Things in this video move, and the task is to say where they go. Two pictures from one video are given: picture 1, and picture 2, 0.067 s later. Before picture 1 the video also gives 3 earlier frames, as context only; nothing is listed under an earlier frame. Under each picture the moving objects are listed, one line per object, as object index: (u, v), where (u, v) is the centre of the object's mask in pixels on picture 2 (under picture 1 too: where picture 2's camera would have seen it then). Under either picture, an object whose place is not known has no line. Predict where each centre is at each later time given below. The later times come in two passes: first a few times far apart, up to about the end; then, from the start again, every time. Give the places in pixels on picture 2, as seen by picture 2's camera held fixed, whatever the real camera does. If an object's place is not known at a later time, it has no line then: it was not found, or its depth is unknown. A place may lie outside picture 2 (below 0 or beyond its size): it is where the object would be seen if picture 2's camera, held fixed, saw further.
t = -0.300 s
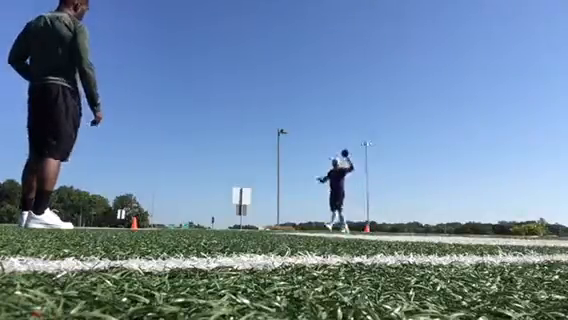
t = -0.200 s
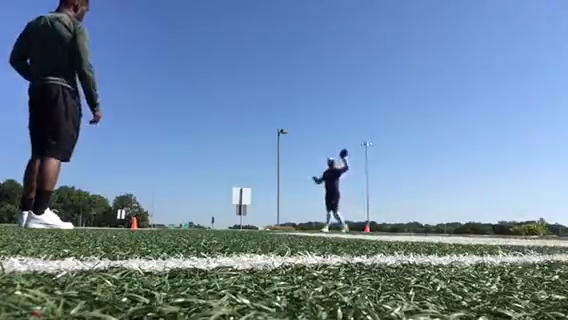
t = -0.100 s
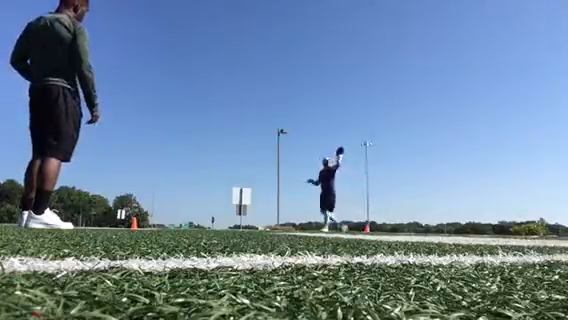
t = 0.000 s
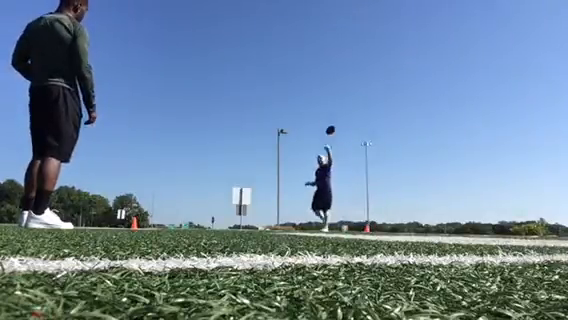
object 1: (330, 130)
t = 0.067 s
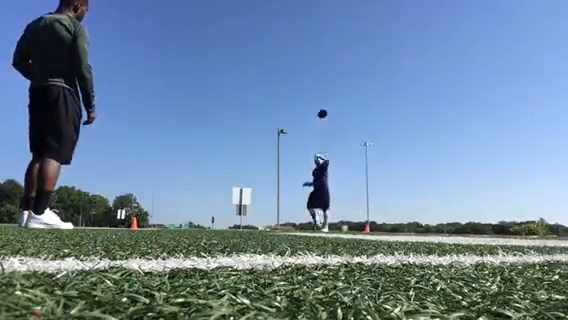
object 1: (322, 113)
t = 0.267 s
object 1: (297, 70)
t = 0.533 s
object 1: (254, 27)
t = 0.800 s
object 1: (189, 11)
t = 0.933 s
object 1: (139, 24)
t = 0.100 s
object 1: (318, 106)
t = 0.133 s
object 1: (314, 98)
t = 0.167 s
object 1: (310, 90)
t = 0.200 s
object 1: (306, 83)
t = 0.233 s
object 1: (301, 77)
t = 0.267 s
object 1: (297, 70)
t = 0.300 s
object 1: (292, 64)
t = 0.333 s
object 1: (288, 57)
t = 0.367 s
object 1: (283, 52)
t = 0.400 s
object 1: (277, 45)
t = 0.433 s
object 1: (272, 40)
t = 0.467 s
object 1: (267, 35)
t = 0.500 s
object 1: (260, 30)
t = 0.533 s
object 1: (254, 27)
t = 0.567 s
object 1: (247, 23)
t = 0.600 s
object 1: (240, 19)
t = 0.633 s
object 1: (233, 16)
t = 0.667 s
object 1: (225, 14)
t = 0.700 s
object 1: (217, 12)
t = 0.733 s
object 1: (209, 10)
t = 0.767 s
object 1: (200, 10)
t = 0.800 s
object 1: (189, 11)
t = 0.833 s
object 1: (179, 13)
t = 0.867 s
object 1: (167, 16)
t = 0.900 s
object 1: (153, 19)
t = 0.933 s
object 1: (139, 24)
